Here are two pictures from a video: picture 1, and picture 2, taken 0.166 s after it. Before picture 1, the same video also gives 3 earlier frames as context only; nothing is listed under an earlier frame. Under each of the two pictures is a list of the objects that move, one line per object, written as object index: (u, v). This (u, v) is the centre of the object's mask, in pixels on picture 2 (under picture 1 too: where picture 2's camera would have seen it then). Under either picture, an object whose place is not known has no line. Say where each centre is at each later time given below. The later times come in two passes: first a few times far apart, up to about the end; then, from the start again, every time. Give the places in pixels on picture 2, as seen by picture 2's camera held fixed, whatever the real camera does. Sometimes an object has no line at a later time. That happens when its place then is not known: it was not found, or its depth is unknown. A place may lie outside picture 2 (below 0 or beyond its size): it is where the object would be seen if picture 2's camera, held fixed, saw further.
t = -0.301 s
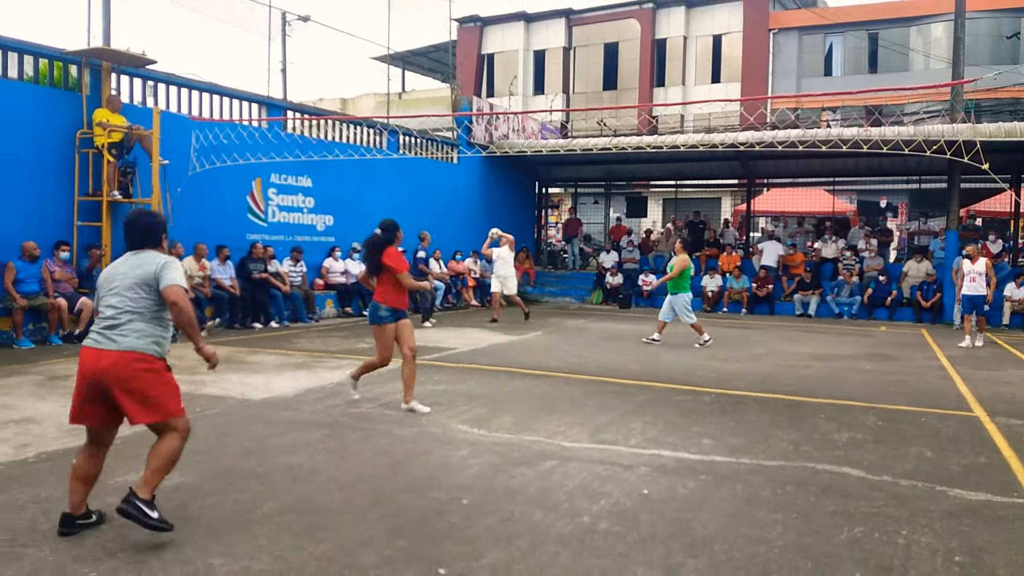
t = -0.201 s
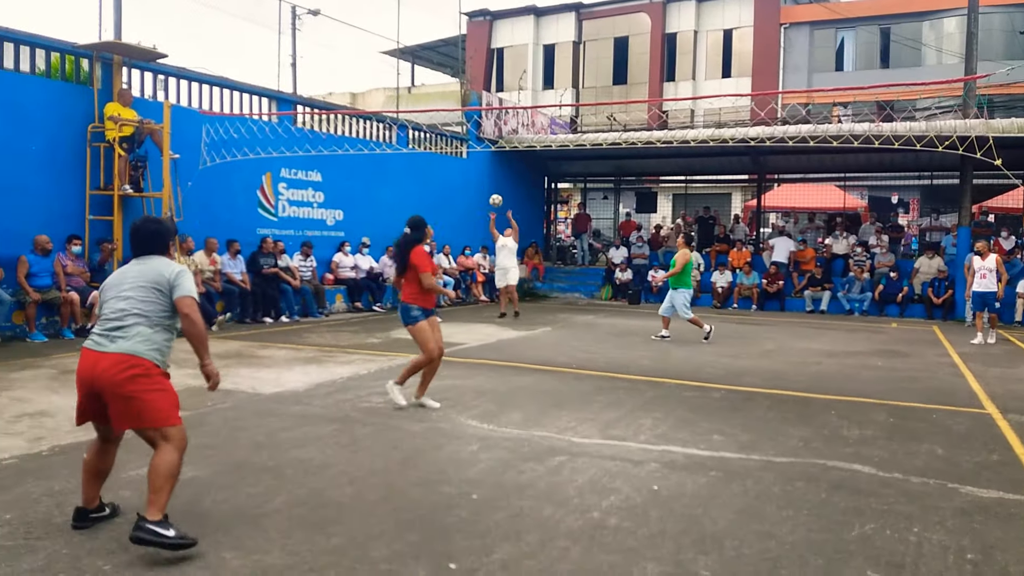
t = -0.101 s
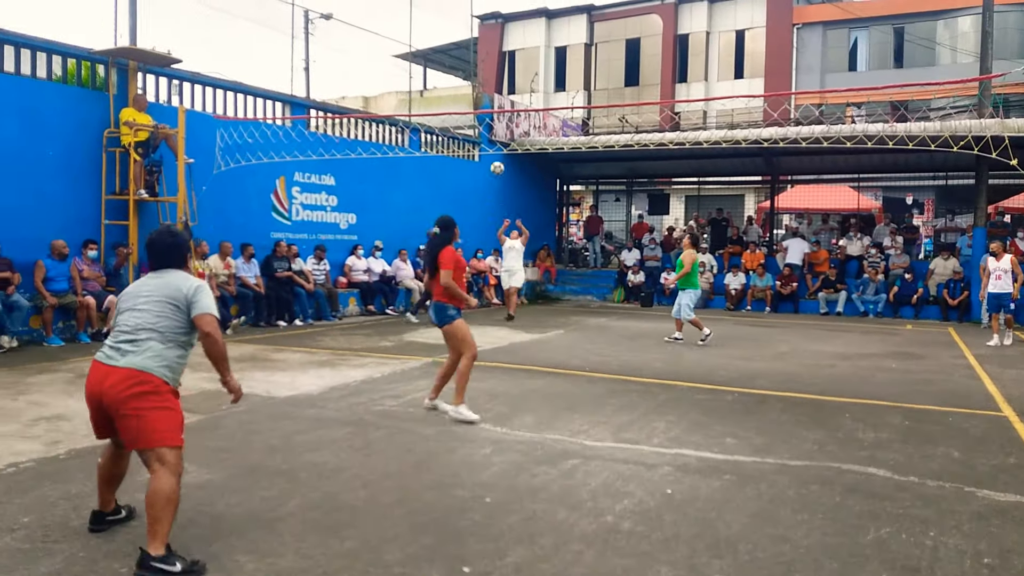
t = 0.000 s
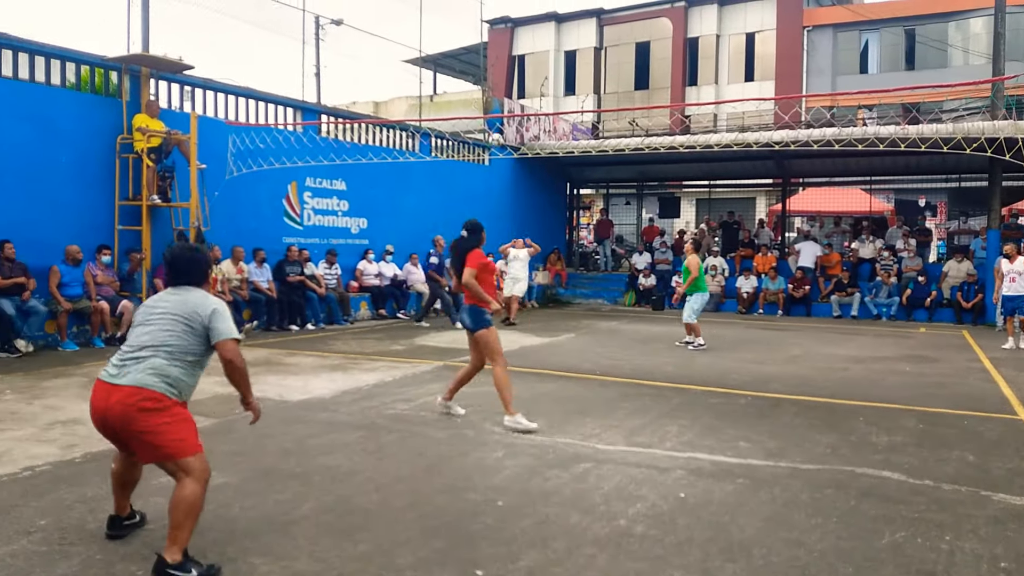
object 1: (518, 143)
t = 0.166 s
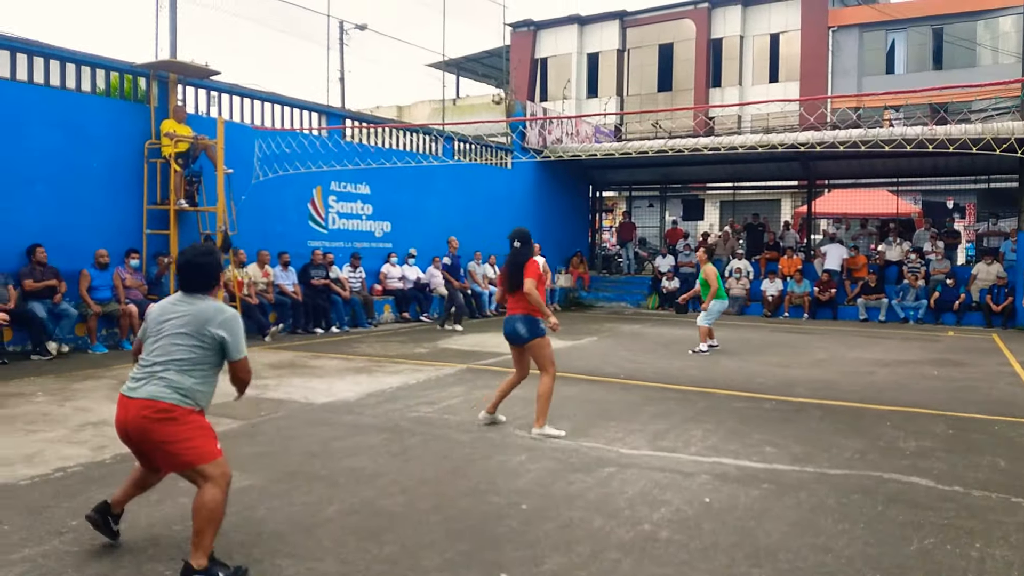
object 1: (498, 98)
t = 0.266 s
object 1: (484, 74)
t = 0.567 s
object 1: (435, 40)
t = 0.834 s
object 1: (377, 69)
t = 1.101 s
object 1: (295, 191)
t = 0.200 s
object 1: (494, 89)
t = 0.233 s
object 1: (489, 81)
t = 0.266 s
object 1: (484, 74)
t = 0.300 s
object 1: (479, 68)
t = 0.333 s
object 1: (474, 63)
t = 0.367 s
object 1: (469, 57)
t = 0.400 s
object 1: (464, 53)
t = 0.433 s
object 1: (459, 49)
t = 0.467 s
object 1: (453, 46)
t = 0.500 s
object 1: (447, 43)
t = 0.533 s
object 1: (441, 41)
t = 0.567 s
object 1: (435, 40)
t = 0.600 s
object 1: (428, 40)
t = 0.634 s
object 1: (422, 41)
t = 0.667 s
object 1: (415, 42)
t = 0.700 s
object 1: (408, 46)
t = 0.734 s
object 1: (400, 50)
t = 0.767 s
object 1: (392, 55)
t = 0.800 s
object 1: (385, 61)
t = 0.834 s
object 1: (377, 69)
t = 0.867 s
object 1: (368, 79)
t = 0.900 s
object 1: (359, 89)
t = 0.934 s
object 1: (349, 101)
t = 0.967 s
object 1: (339, 115)
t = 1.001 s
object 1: (329, 131)
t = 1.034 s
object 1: (318, 148)
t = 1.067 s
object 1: (307, 169)
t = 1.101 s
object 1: (295, 191)
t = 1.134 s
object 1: (283, 216)
